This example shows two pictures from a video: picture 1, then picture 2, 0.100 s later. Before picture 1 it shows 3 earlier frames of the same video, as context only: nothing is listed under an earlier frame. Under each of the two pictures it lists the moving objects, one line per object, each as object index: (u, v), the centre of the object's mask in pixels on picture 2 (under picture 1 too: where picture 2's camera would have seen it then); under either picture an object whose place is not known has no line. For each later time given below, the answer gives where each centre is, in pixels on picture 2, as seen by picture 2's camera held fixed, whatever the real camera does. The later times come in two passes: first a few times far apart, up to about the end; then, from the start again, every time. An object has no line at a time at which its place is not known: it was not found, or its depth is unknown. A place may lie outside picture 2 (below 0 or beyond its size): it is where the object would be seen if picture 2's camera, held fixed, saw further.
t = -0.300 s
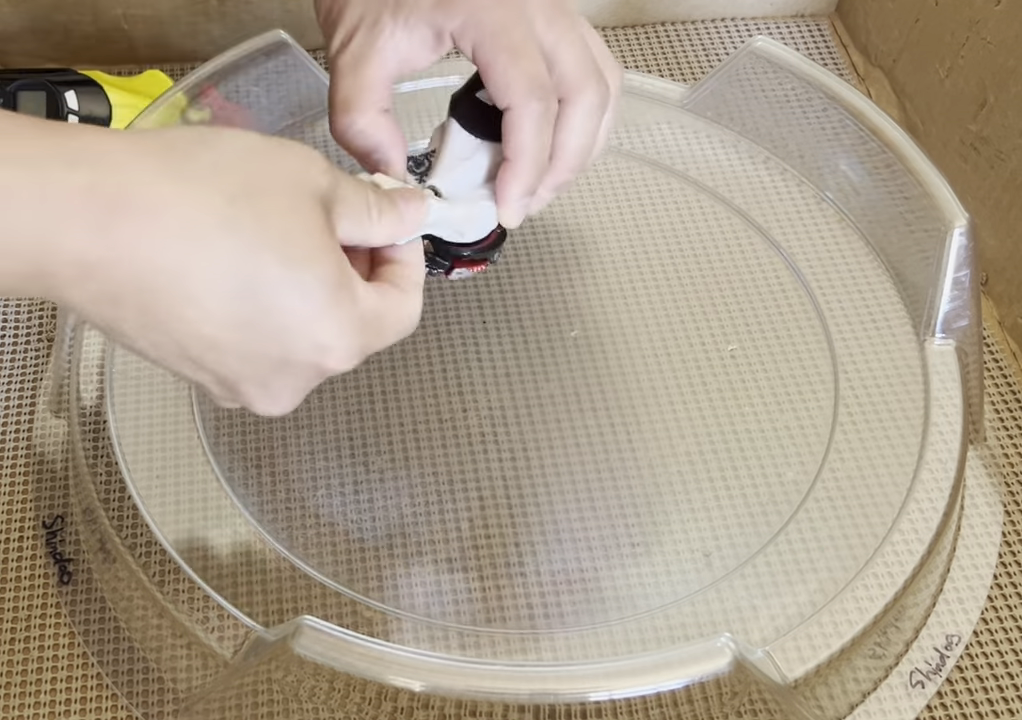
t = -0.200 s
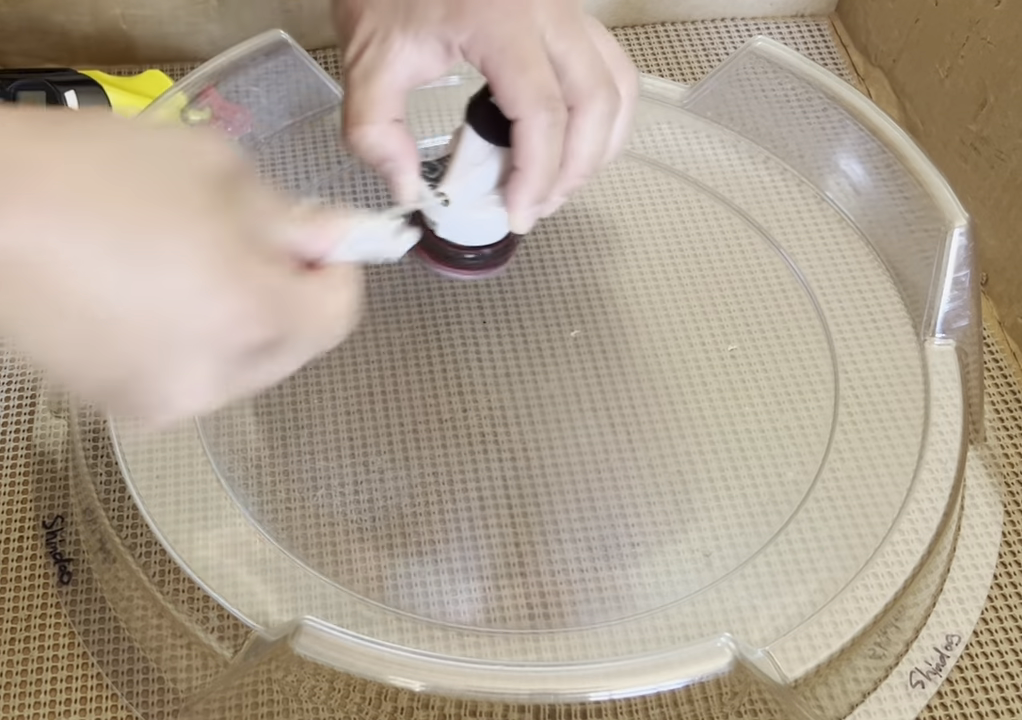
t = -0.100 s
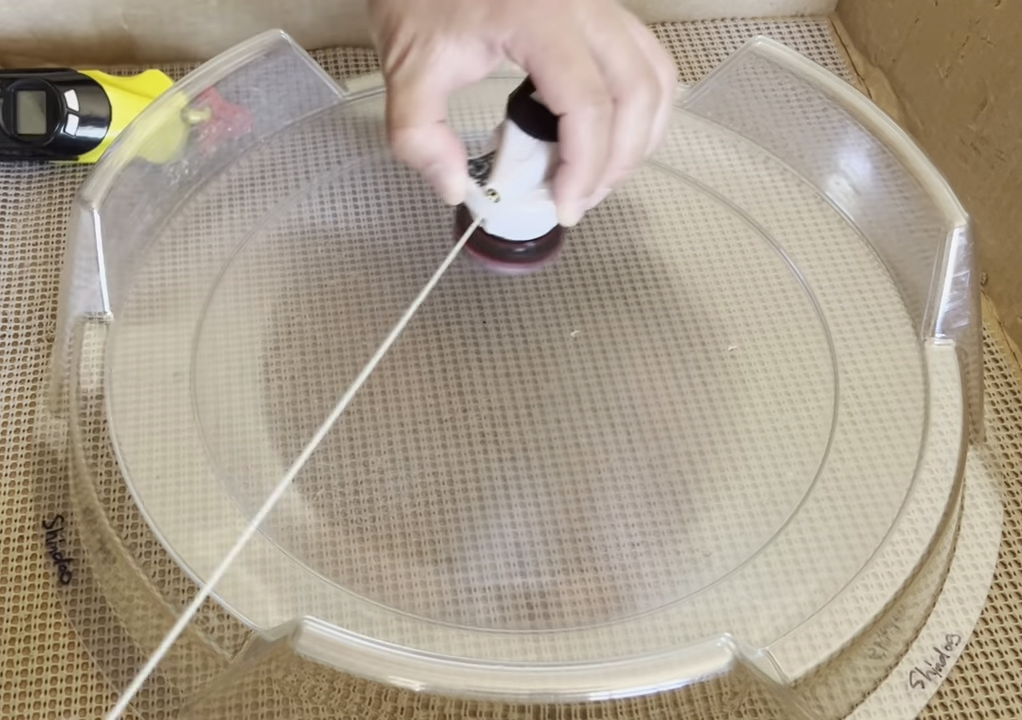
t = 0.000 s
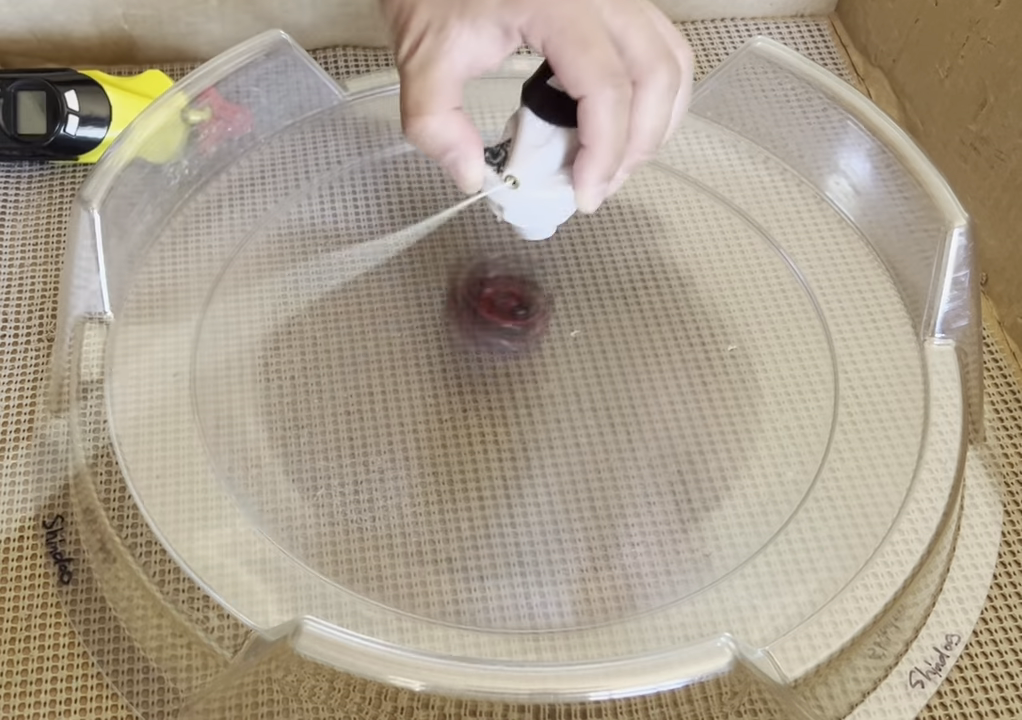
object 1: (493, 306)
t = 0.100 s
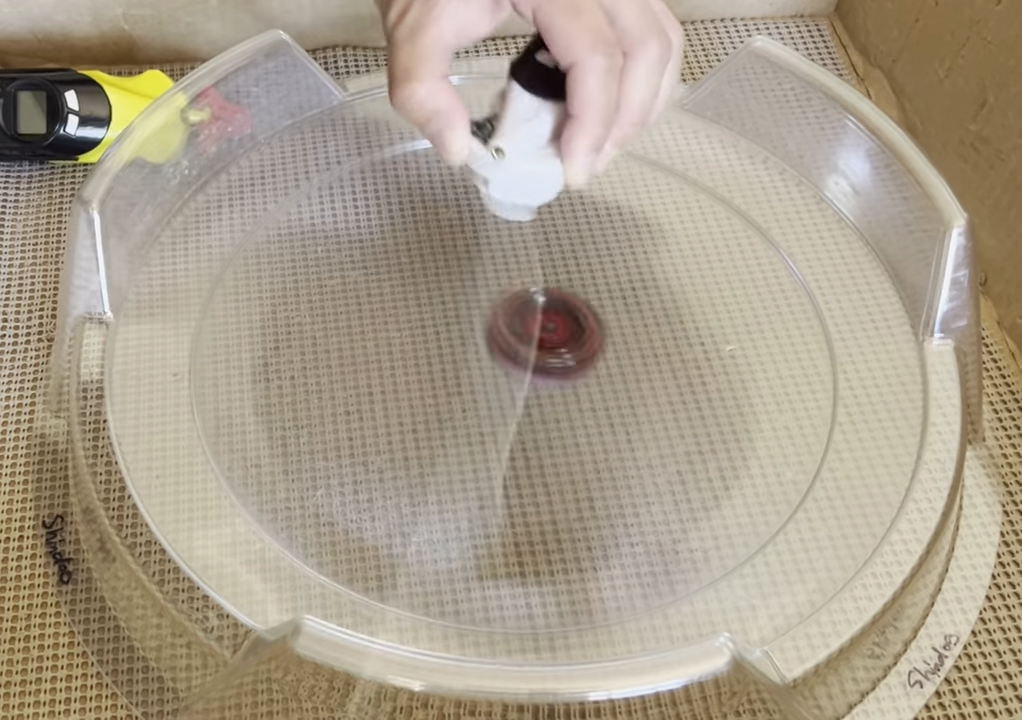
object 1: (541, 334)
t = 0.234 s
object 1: (549, 442)
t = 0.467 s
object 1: (391, 502)
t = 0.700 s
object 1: (335, 391)
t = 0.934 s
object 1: (482, 334)
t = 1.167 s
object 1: (624, 384)
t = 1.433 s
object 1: (590, 472)
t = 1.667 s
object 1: (481, 403)
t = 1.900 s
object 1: (525, 294)
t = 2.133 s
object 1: (645, 276)
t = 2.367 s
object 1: (612, 361)
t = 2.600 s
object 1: (462, 335)
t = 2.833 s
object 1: (441, 235)
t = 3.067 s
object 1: (533, 237)
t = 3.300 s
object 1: (508, 347)
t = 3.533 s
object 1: (370, 368)
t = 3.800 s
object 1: (346, 284)
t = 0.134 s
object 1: (557, 373)
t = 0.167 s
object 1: (564, 423)
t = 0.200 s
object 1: (557, 423)
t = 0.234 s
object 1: (549, 442)
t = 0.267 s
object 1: (537, 469)
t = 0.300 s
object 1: (518, 471)
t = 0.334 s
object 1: (497, 483)
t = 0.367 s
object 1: (474, 496)
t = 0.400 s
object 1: (447, 503)
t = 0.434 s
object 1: (419, 507)
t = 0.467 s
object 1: (391, 502)
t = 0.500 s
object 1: (366, 493)
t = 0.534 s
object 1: (346, 479)
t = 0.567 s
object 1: (330, 462)
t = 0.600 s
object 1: (322, 442)
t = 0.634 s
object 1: (321, 424)
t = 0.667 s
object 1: (327, 406)
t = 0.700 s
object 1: (335, 391)
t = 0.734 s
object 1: (353, 376)
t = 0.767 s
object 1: (366, 362)
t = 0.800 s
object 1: (388, 352)
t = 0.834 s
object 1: (410, 344)
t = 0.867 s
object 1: (434, 339)
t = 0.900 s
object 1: (458, 335)
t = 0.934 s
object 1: (482, 334)
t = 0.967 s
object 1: (505, 336)
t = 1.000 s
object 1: (530, 339)
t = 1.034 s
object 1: (552, 345)
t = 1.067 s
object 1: (573, 352)
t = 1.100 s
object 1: (593, 362)
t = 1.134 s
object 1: (610, 372)
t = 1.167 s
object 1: (624, 384)
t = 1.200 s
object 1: (636, 397)
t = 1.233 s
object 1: (643, 410)
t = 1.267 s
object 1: (645, 424)
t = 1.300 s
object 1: (643, 437)
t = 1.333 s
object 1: (636, 451)
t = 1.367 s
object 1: (625, 460)
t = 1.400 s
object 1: (609, 468)
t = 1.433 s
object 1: (590, 472)
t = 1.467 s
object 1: (571, 473)
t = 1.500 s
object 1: (549, 469)
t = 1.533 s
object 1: (530, 462)
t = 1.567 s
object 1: (513, 452)
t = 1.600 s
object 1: (499, 437)
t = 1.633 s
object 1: (486, 421)
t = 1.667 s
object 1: (481, 403)
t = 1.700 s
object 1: (477, 386)
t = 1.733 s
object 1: (475, 369)
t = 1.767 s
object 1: (480, 352)
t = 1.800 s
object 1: (489, 335)
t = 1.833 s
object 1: (497, 320)
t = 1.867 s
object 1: (509, 308)
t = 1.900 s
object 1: (525, 294)
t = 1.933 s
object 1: (538, 284)
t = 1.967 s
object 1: (555, 275)
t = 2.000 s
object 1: (574, 270)
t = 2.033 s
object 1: (592, 267)
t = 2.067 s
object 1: (609, 268)
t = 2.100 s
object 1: (629, 270)
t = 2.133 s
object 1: (645, 276)
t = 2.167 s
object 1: (652, 286)
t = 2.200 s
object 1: (661, 298)
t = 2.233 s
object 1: (660, 312)
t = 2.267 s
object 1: (655, 326)
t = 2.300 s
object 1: (646, 339)
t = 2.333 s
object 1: (631, 351)
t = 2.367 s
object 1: (612, 361)
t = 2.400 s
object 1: (590, 367)
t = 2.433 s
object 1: (566, 369)
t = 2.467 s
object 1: (543, 368)
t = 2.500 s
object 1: (519, 364)
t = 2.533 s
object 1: (497, 356)
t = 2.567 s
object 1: (478, 347)
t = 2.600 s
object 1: (462, 335)
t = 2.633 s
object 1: (448, 321)
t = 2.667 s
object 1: (438, 307)
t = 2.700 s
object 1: (434, 290)
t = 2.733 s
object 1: (429, 276)
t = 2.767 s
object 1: (429, 261)
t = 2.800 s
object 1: (436, 247)
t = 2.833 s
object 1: (441, 235)
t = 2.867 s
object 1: (453, 226)
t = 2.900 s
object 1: (464, 219)
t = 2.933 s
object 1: (478, 216)
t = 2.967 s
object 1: (495, 215)
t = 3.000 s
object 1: (508, 219)
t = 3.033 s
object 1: (521, 227)
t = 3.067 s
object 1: (533, 237)
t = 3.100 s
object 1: (541, 251)
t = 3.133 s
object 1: (546, 267)
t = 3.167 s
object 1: (546, 285)
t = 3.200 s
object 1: (542, 302)
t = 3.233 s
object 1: (534, 318)
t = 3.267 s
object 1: (524, 333)
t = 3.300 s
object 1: (508, 347)
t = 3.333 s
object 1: (489, 358)
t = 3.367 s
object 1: (470, 367)
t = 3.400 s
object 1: (451, 373)
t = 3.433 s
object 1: (430, 376)
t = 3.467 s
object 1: (410, 375)
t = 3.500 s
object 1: (389, 374)
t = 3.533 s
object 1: (370, 368)
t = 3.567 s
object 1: (354, 360)
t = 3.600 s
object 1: (340, 351)
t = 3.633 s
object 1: (333, 339)
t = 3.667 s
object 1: (324, 326)
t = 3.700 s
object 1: (325, 314)
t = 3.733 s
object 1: (326, 303)
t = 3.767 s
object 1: (334, 292)
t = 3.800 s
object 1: (346, 284)
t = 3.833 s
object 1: (363, 279)
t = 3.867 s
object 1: (380, 277)
